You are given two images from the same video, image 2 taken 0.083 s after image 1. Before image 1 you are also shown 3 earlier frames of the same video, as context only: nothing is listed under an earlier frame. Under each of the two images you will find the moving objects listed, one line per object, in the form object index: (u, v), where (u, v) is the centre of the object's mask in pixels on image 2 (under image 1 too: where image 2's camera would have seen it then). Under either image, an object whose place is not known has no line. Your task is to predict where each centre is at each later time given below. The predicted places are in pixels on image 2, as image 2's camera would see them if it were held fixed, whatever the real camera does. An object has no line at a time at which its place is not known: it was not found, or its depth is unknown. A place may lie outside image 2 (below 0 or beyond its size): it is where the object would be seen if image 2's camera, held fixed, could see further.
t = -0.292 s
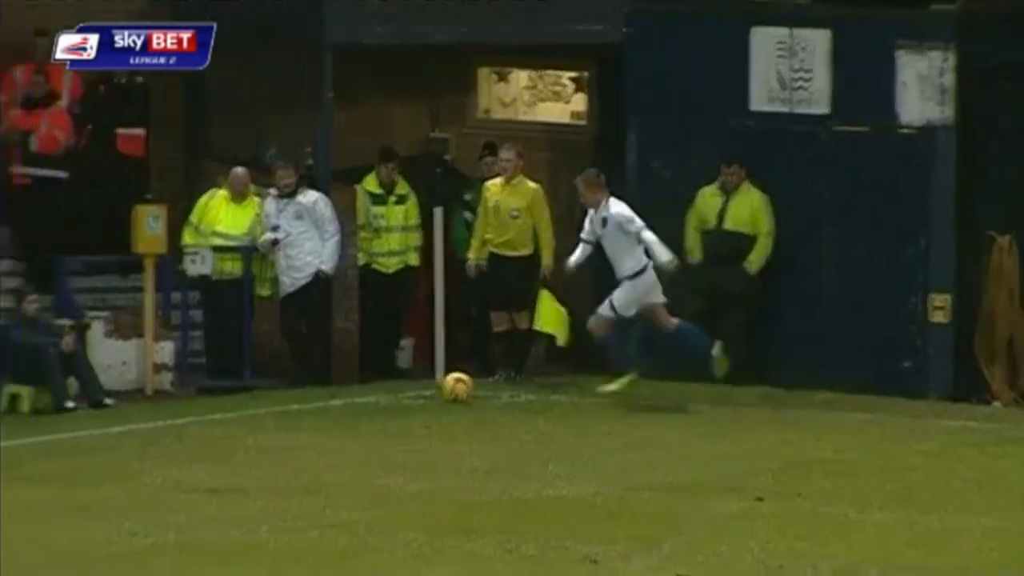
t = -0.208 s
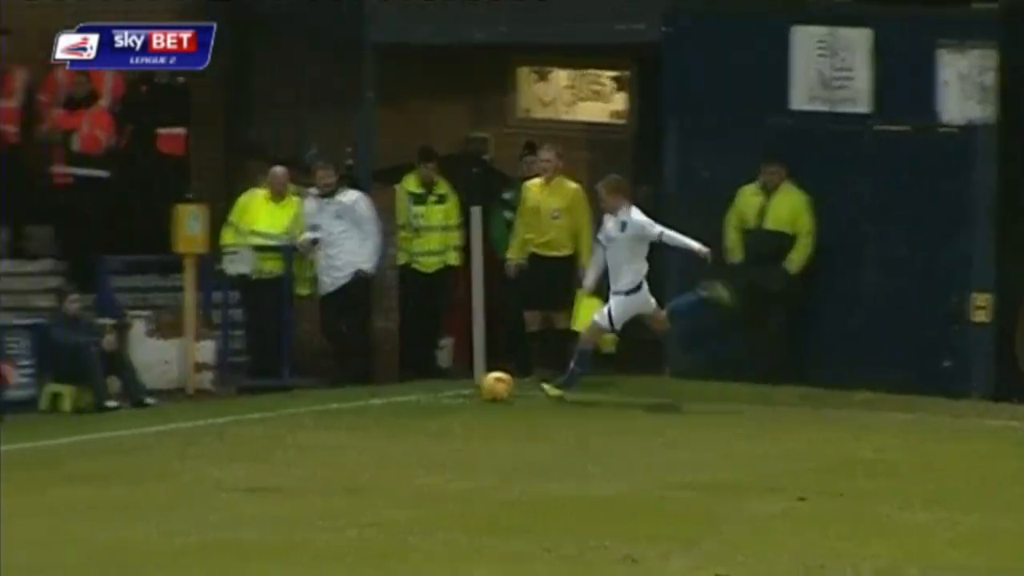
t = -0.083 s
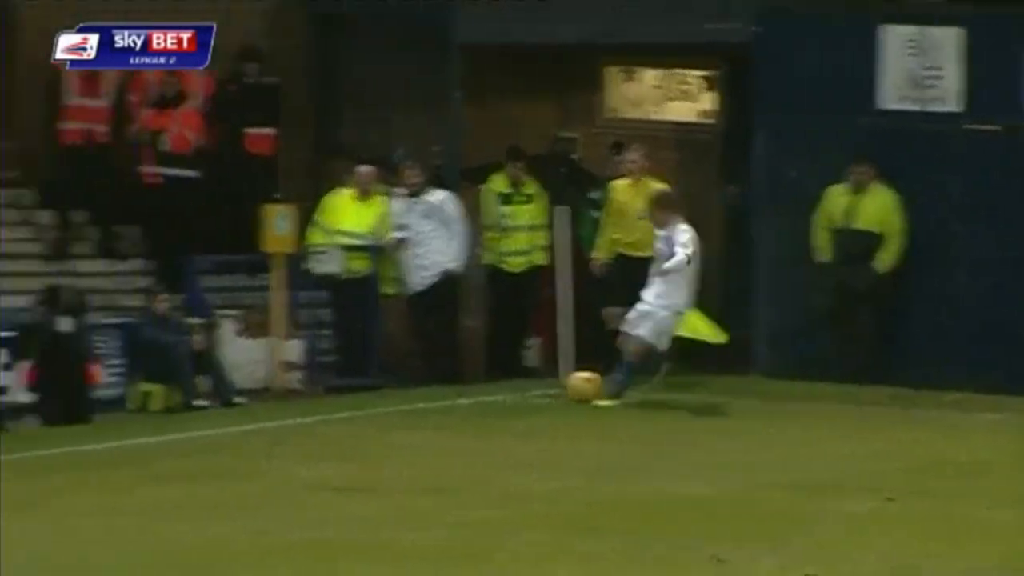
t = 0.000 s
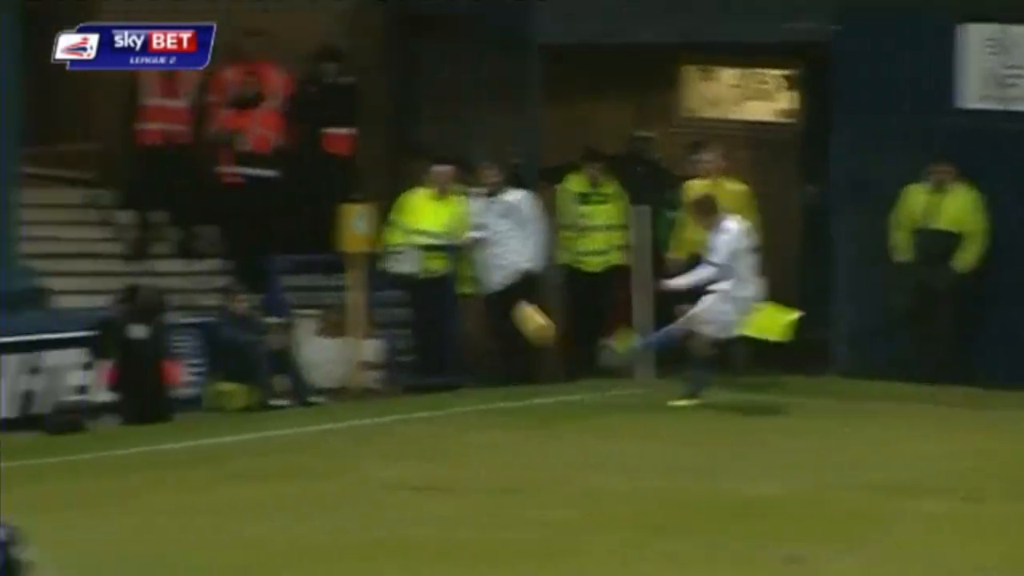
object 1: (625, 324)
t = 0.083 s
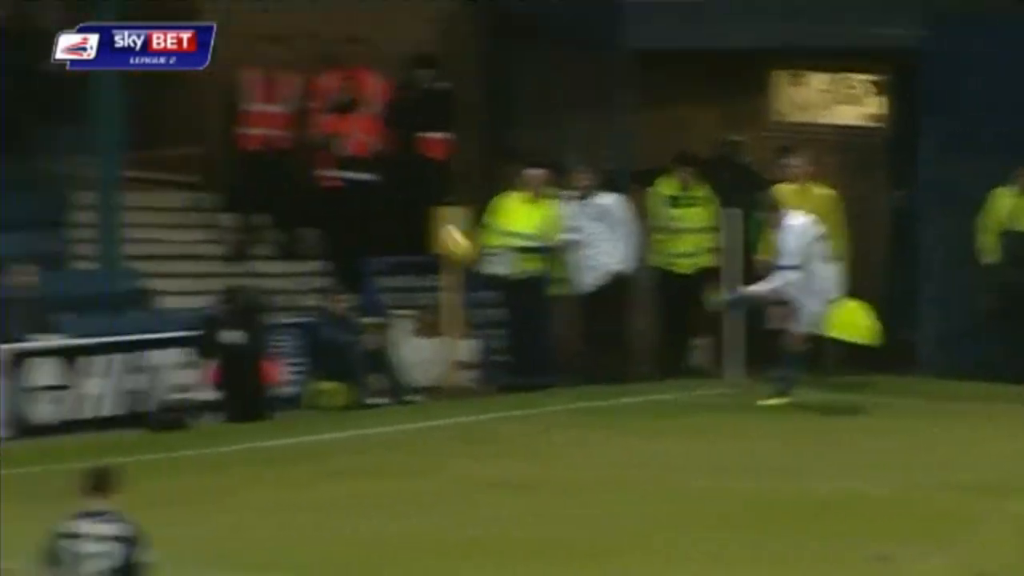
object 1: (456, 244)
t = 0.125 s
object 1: (373, 211)
